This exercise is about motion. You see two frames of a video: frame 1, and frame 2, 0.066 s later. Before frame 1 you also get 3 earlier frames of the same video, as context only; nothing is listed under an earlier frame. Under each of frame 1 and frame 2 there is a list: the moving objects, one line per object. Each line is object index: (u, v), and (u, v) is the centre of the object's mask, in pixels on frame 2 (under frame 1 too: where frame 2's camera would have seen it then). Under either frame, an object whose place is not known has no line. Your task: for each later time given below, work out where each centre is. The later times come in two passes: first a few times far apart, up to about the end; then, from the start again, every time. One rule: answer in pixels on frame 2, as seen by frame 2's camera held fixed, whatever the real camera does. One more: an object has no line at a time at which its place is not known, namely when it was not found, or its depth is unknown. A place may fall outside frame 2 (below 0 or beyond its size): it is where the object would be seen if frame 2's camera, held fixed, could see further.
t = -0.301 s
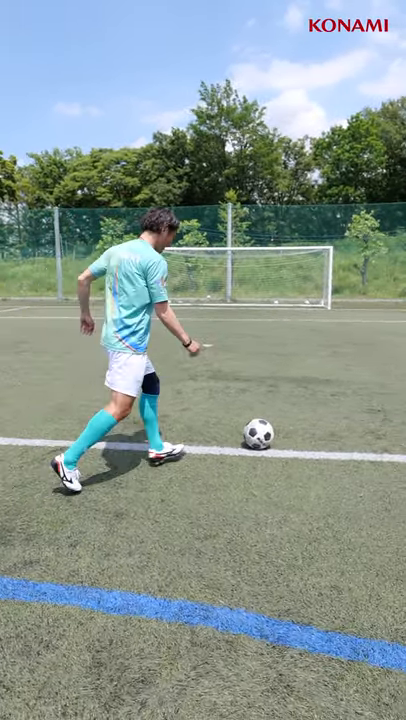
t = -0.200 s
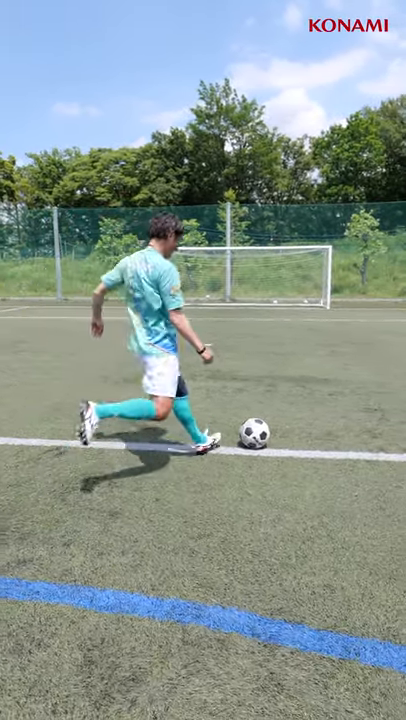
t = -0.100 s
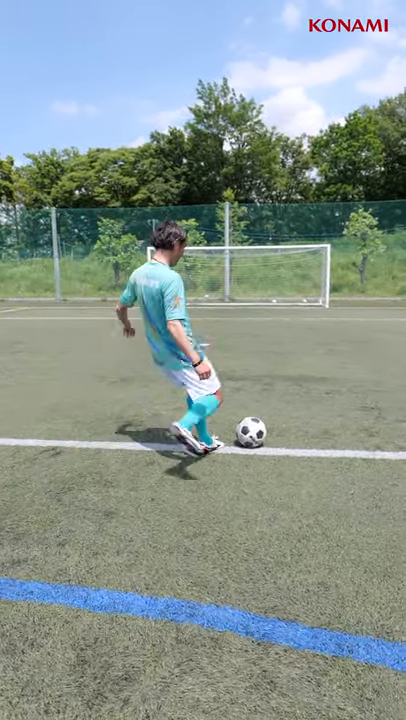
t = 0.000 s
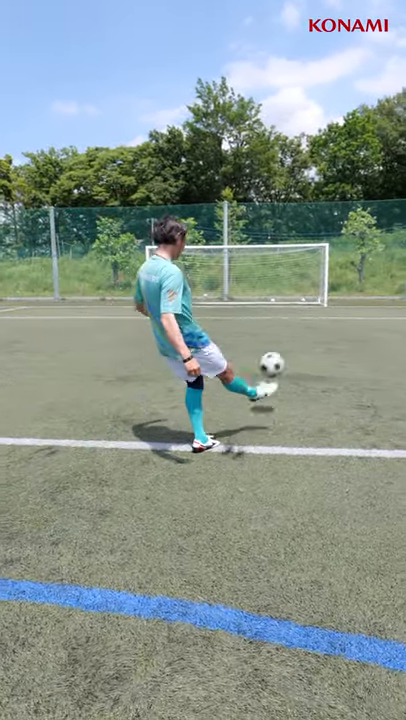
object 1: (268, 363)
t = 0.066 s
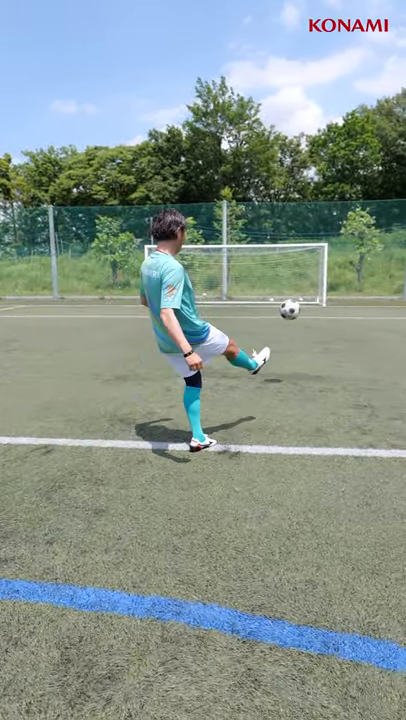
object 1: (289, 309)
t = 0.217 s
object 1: (309, 248)
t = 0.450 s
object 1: (314, 223)
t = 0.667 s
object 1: (309, 228)
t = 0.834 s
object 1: (304, 239)
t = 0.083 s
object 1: (293, 298)
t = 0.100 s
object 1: (296, 289)
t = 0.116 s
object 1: (297, 282)
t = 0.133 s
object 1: (301, 274)
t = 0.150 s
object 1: (303, 268)
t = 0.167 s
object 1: (305, 263)
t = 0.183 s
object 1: (307, 257)
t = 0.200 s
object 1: (308, 252)
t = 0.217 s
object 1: (309, 248)
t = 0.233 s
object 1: (310, 245)
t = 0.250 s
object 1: (311, 241)
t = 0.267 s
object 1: (311, 238)
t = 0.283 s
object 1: (312, 236)
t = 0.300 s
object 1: (313, 234)
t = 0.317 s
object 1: (313, 232)
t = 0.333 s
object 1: (313, 230)
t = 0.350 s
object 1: (314, 228)
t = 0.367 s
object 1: (314, 227)
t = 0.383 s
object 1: (314, 226)
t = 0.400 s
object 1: (314, 225)
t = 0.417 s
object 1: (314, 224)
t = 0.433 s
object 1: (314, 223)
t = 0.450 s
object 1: (314, 223)
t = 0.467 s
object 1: (314, 222)
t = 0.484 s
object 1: (313, 223)
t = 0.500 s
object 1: (314, 222)
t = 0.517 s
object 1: (313, 222)
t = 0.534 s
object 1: (313, 223)
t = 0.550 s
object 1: (312, 223)
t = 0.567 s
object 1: (312, 223)
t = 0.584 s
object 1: (311, 225)
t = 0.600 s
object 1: (311, 225)
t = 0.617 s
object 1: (311, 226)
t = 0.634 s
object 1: (310, 226)
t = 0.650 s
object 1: (309, 227)
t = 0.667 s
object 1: (309, 228)
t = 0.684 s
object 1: (308, 228)
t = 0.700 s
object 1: (308, 229)
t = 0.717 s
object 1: (308, 230)
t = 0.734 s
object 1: (307, 231)
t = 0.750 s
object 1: (307, 233)
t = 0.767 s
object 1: (306, 233)
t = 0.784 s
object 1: (306, 234)
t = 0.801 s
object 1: (305, 236)
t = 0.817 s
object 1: (305, 237)
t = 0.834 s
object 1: (304, 239)
